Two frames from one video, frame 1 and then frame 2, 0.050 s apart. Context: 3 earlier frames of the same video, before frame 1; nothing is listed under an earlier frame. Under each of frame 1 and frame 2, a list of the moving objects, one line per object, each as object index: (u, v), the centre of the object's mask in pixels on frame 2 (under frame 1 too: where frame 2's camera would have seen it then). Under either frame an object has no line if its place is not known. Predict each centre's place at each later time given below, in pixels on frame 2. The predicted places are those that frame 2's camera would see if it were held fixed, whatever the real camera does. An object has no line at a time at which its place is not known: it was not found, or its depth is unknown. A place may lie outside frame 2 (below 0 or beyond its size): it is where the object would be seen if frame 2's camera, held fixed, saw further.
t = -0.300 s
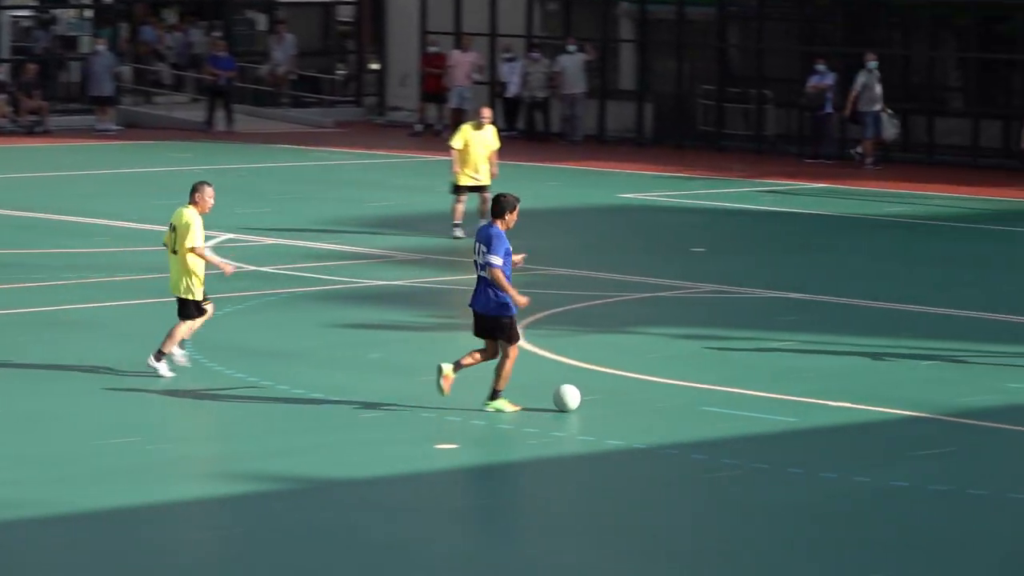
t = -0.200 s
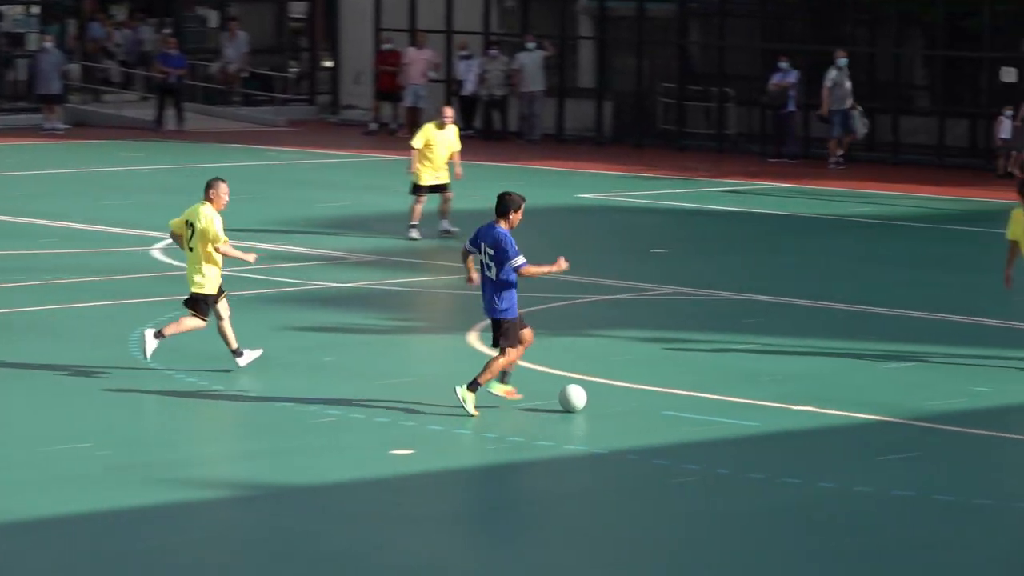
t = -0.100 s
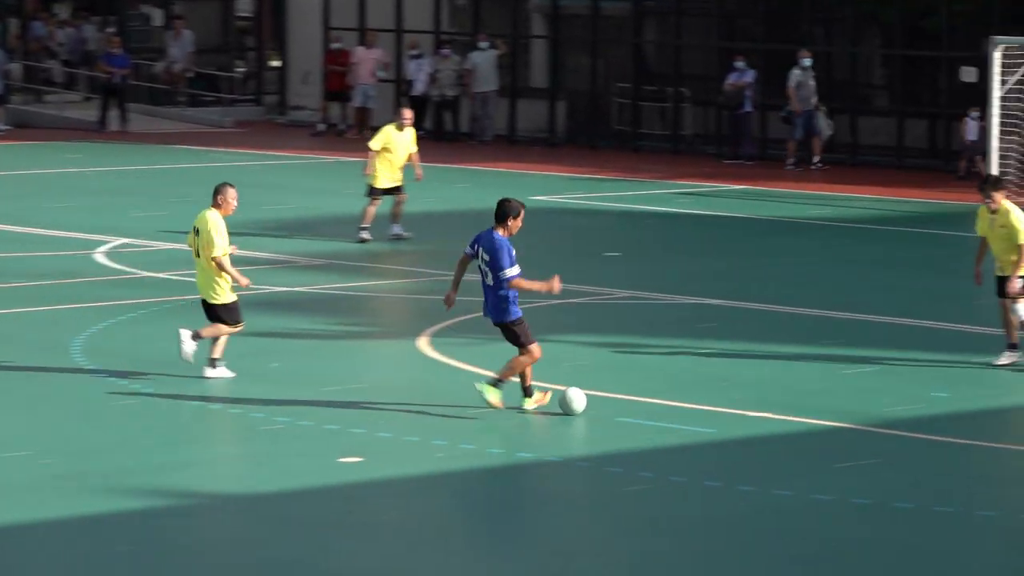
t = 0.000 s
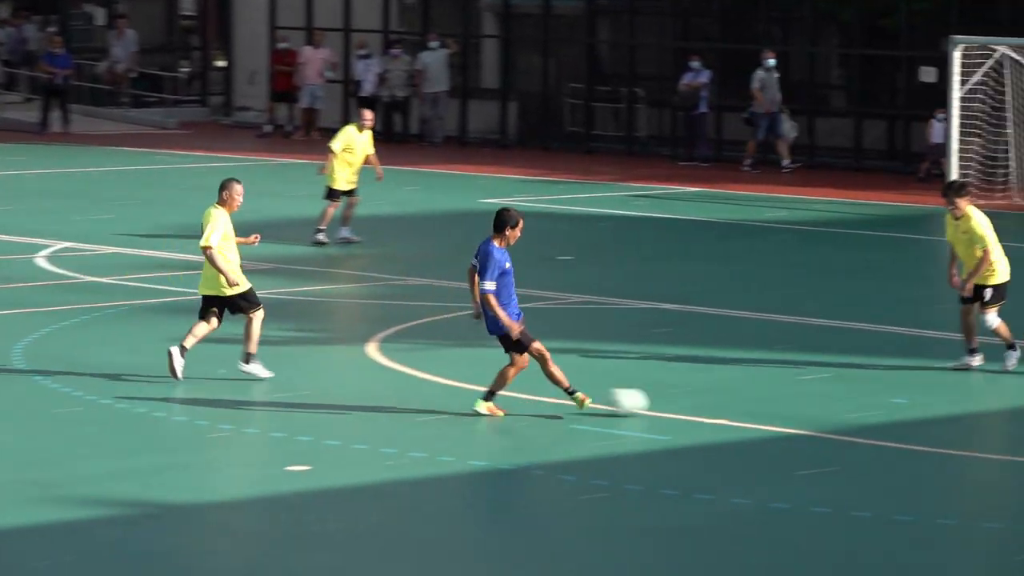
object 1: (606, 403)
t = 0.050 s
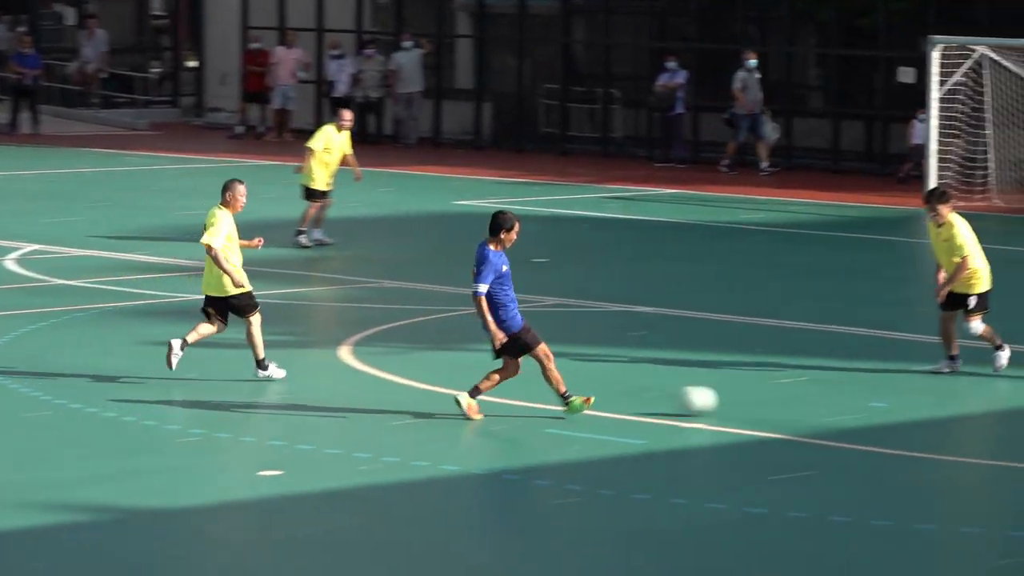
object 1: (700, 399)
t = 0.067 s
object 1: (730, 397)
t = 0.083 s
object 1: (760, 396)
